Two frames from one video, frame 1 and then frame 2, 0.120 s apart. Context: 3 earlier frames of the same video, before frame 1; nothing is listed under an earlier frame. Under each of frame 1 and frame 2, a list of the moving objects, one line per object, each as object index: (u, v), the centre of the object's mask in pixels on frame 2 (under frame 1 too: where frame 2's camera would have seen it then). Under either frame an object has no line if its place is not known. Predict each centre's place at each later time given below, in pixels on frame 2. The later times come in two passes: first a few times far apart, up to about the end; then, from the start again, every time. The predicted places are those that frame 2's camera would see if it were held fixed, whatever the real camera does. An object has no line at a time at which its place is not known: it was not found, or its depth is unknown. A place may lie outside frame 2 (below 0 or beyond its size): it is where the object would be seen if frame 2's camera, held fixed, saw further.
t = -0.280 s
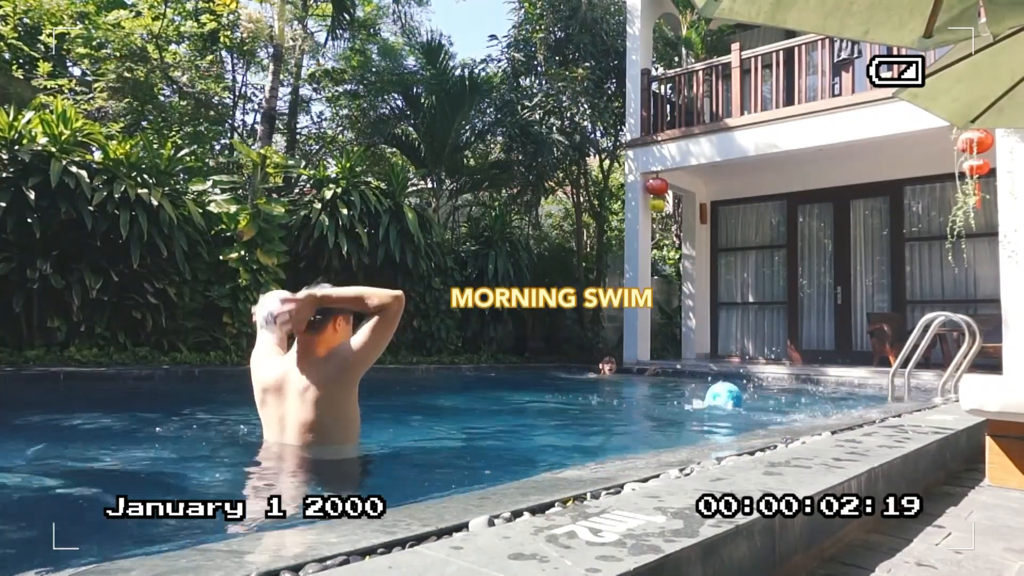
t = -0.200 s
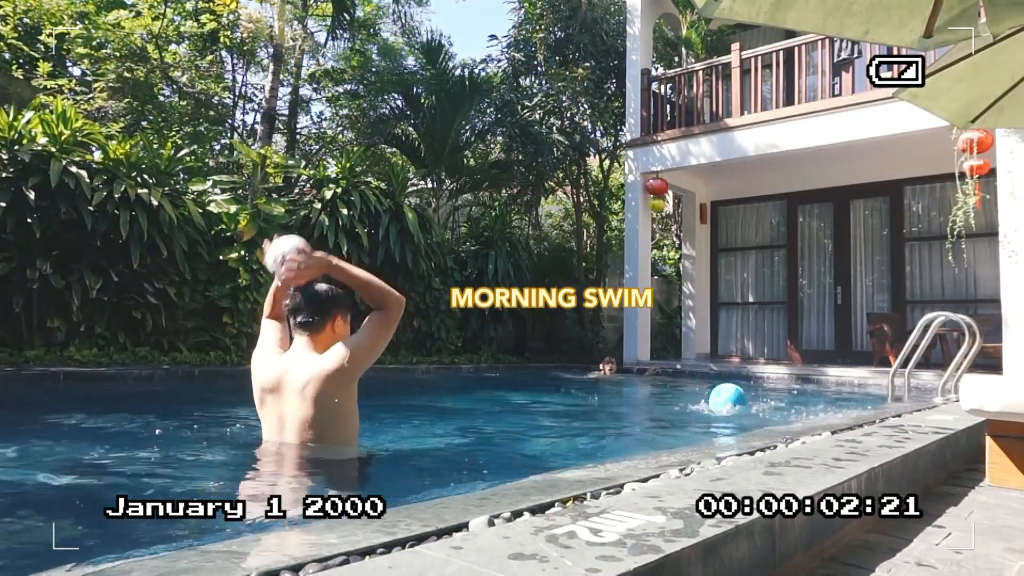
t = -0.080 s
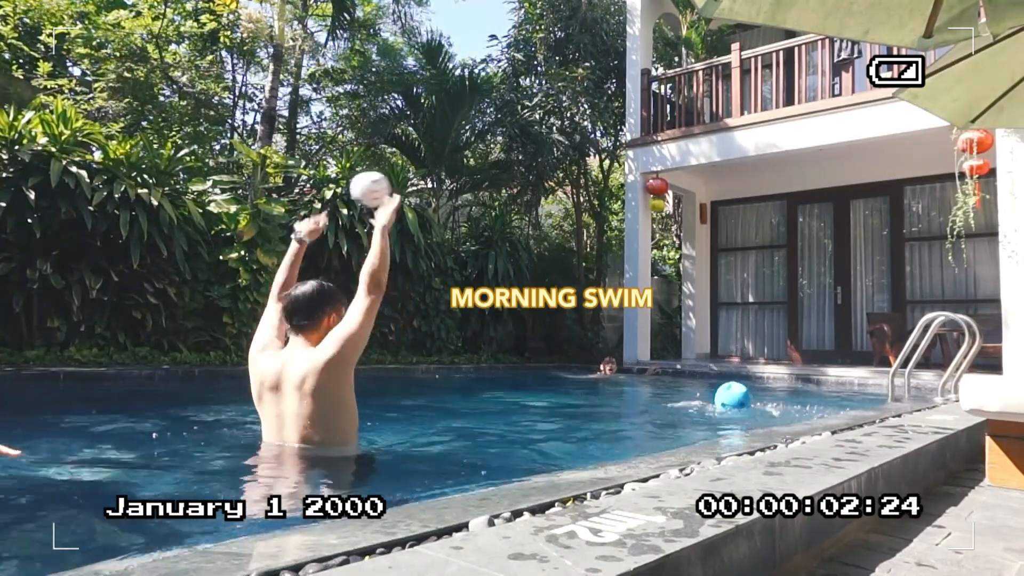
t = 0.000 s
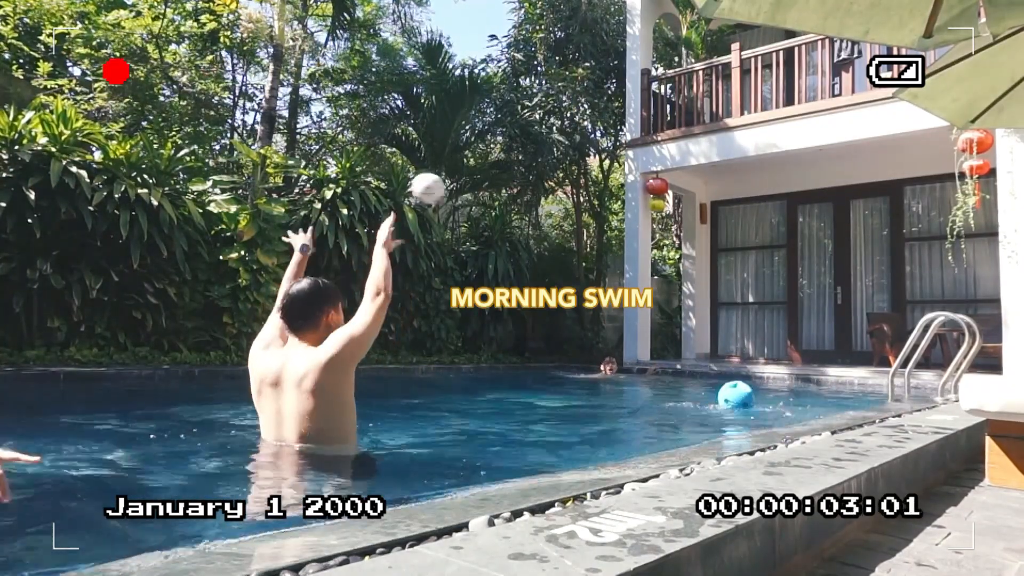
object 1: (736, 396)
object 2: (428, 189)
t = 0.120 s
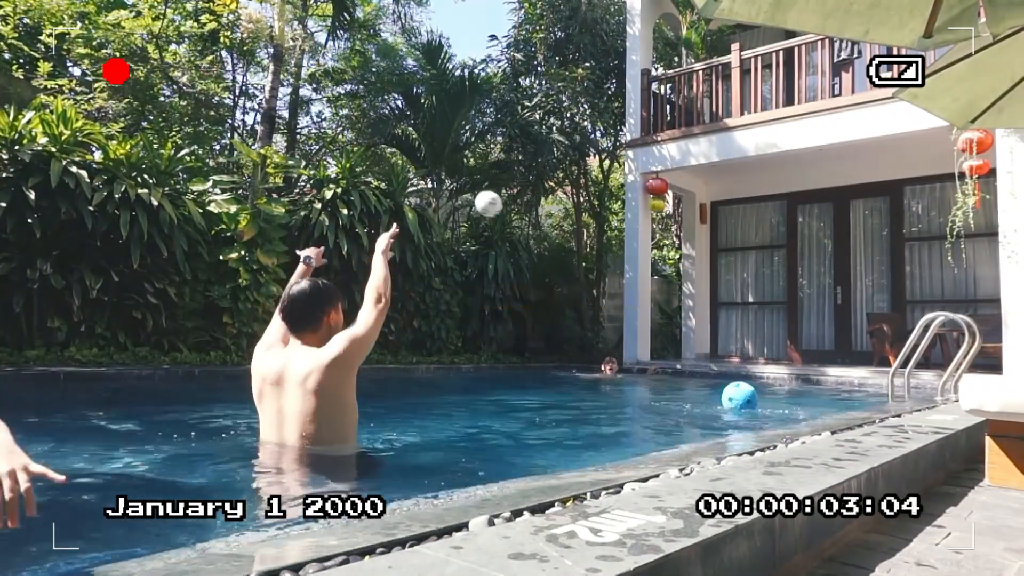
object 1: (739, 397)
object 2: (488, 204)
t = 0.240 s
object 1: (743, 397)
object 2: (532, 229)
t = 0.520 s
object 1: (753, 395)
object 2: (596, 315)
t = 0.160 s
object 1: (740, 397)
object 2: (504, 211)
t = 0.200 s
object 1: (741, 398)
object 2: (519, 220)
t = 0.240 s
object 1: (743, 397)
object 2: (532, 229)
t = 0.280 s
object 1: (744, 397)
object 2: (543, 241)
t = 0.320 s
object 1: (746, 397)
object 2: (555, 252)
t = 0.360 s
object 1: (748, 396)
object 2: (565, 263)
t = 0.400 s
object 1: (749, 396)
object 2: (574, 275)
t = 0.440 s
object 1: (751, 396)
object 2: (582, 287)
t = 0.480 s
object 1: (752, 395)
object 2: (589, 301)
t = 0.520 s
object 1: (753, 395)
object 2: (596, 315)
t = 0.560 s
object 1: (754, 395)
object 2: (603, 329)
